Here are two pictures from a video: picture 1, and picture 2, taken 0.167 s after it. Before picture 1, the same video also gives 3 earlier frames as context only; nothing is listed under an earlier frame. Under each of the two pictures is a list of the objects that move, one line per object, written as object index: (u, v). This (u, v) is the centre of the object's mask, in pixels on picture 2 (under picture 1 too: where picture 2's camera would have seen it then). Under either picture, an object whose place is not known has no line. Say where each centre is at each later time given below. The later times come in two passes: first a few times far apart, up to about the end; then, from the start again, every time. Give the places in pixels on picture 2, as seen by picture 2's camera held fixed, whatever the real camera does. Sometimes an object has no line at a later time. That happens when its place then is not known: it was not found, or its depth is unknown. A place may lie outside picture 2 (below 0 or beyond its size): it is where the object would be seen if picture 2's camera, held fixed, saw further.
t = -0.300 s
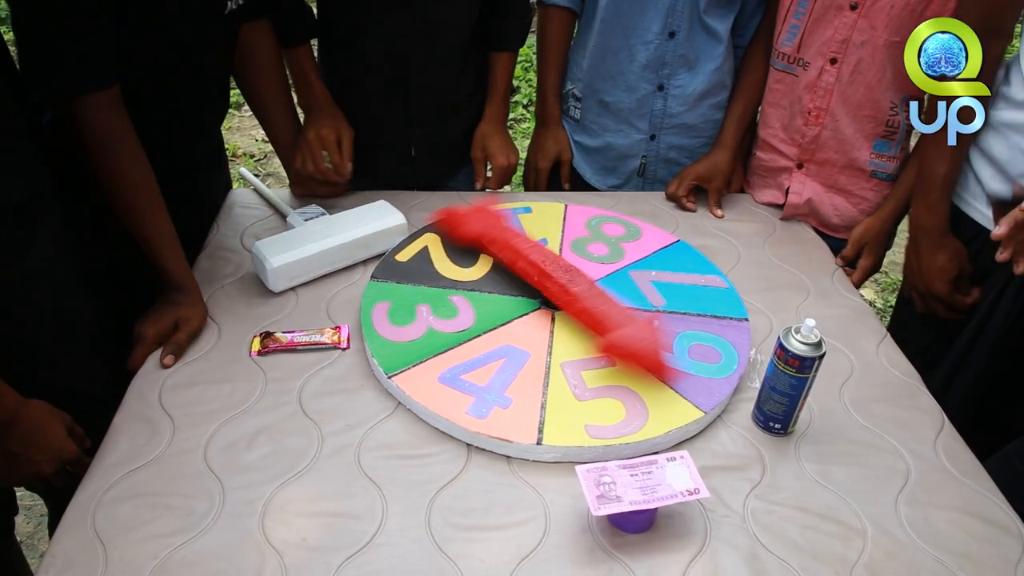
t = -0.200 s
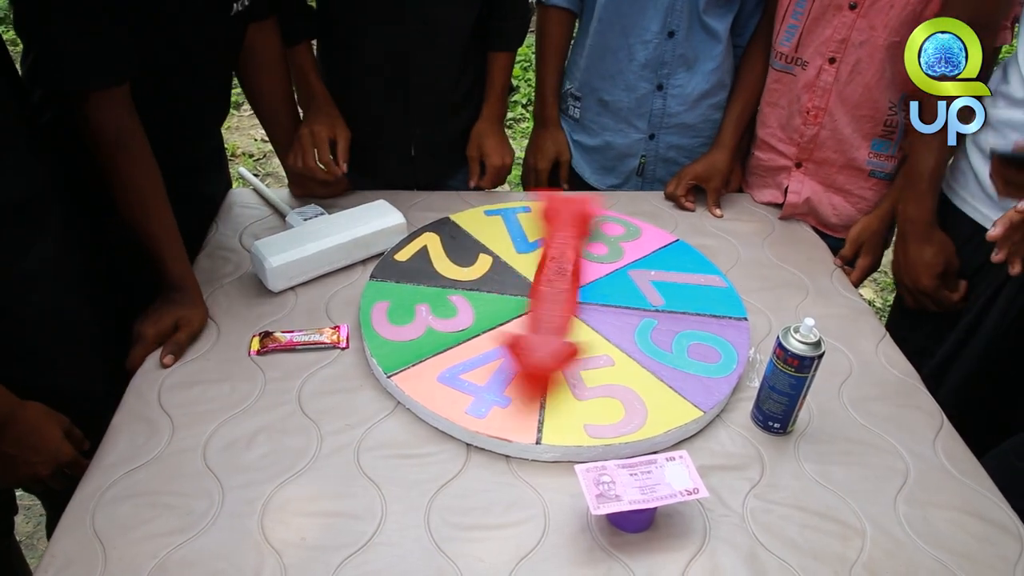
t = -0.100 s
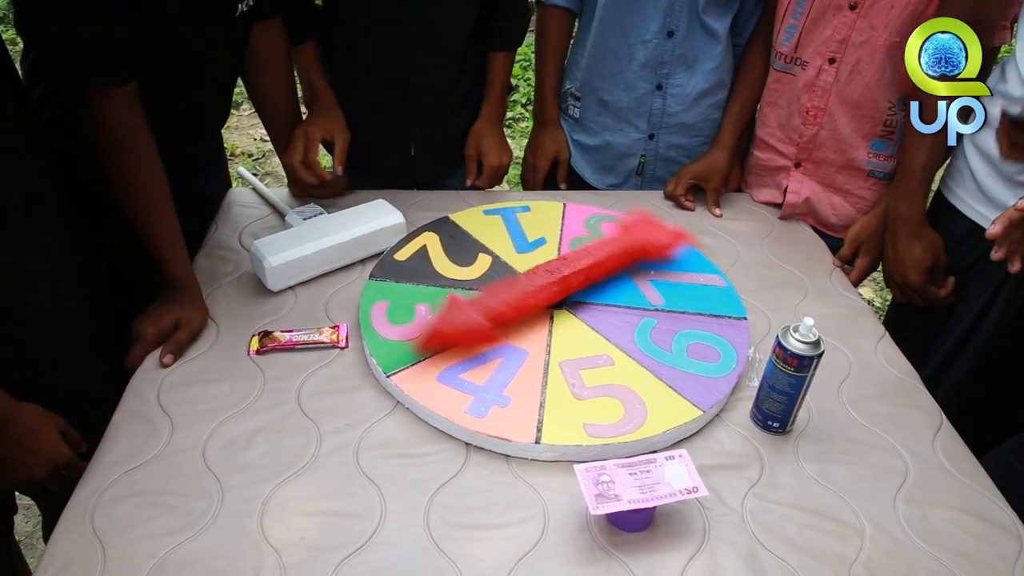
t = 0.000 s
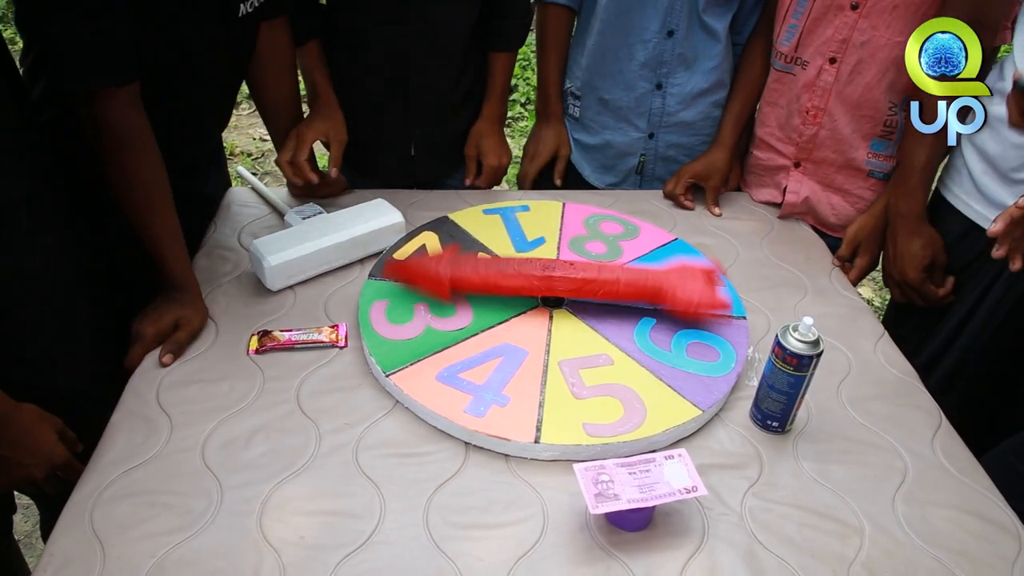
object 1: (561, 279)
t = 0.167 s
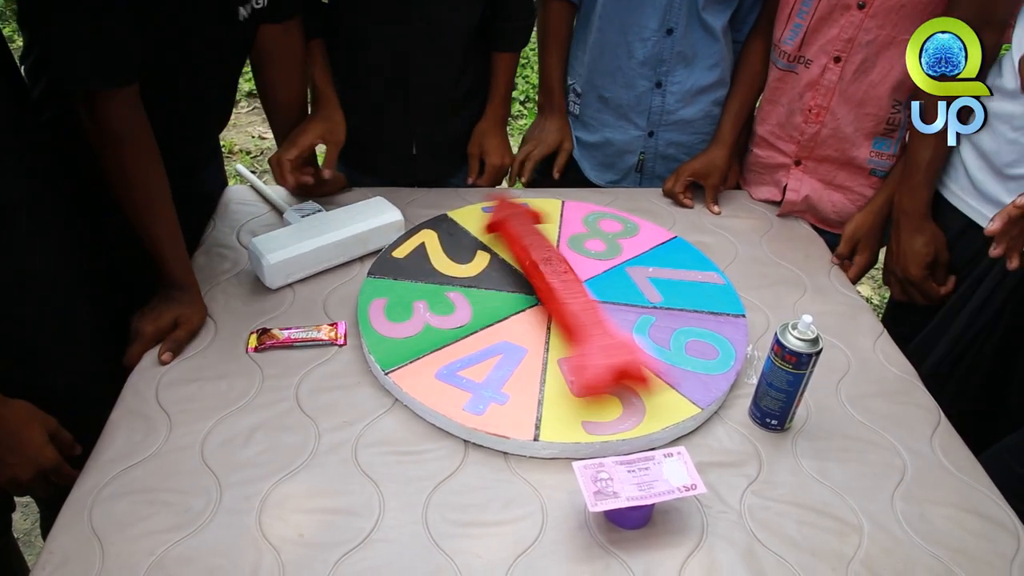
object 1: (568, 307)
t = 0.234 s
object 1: (547, 304)
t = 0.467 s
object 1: (537, 275)
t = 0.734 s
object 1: (554, 288)
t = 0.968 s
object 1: (551, 278)
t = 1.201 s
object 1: (579, 295)
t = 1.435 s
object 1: (537, 304)
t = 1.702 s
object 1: (533, 276)
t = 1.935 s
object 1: (562, 282)
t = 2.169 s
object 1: (554, 291)
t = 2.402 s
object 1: (545, 283)
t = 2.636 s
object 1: (559, 277)
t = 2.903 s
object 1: (584, 291)
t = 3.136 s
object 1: (572, 305)
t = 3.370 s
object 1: (546, 307)
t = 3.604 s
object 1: (527, 298)
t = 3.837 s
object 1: (525, 284)
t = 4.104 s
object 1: (538, 276)
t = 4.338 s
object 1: (552, 275)
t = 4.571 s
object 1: (562, 279)
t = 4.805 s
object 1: (566, 284)
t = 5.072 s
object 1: (565, 288)
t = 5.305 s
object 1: (563, 290)
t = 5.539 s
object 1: (561, 292)
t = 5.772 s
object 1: (559, 293)
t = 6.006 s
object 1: (557, 293)
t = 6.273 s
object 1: (556, 294)
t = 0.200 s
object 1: (557, 305)
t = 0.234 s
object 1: (547, 304)
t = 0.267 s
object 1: (537, 304)
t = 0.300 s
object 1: (528, 301)
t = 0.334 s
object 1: (525, 293)
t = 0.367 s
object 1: (521, 288)
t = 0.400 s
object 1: (523, 283)
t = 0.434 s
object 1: (528, 278)
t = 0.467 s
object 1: (537, 275)
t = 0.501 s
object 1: (542, 274)
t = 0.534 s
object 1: (550, 276)
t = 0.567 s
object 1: (561, 280)
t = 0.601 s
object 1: (560, 282)
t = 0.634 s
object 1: (557, 282)
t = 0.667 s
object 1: (559, 286)
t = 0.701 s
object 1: (558, 292)
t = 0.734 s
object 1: (554, 288)
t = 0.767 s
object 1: (551, 288)
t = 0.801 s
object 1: (549, 286)
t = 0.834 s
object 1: (546, 286)
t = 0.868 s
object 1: (548, 284)
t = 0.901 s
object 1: (546, 281)
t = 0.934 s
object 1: (547, 279)
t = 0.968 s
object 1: (551, 278)
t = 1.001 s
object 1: (556, 277)
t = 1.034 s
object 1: (561, 277)
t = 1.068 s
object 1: (570, 280)
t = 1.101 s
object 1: (572, 282)
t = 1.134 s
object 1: (580, 287)
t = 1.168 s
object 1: (585, 294)
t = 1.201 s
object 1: (579, 295)
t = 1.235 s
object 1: (577, 300)
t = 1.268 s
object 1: (573, 302)
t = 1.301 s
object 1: (567, 306)
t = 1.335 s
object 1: (559, 305)
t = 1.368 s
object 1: (551, 304)
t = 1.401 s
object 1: (543, 304)
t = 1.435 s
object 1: (537, 304)
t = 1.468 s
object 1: (529, 303)
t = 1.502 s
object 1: (526, 298)
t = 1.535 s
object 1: (526, 293)
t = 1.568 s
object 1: (521, 290)
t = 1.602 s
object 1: (522, 285)
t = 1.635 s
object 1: (524, 282)
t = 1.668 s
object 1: (527, 278)
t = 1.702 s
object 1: (533, 276)
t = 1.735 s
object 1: (538, 275)
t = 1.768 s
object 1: (544, 274)
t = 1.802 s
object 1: (546, 275)
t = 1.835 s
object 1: (551, 275)
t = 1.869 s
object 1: (558, 278)
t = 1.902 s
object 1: (561, 280)
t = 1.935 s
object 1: (562, 282)
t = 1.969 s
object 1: (561, 283)
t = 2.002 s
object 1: (561, 284)
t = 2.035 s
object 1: (561, 286)
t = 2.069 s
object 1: (560, 289)
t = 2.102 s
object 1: (558, 290)
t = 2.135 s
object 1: (556, 289)
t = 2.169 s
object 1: (554, 291)
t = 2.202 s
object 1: (551, 290)
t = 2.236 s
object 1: (549, 291)
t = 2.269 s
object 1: (548, 288)
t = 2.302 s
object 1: (547, 288)
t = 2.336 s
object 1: (545, 287)
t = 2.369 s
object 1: (548, 284)
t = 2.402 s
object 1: (545, 283)
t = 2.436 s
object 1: (545, 282)
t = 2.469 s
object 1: (546, 280)
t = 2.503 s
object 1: (548, 279)
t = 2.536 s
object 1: (551, 278)
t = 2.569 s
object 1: (554, 277)
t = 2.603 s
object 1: (557, 277)
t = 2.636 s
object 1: (559, 277)
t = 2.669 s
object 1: (564, 277)
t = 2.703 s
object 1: (568, 278)
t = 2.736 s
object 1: (571, 280)
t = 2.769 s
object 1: (574, 281)
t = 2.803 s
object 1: (576, 283)
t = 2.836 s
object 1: (580, 286)
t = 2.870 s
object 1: (582, 288)
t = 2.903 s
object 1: (584, 291)
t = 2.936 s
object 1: (584, 294)
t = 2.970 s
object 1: (581, 295)
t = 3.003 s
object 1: (581, 297)
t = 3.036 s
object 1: (579, 299)
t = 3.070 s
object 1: (578, 302)
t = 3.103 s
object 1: (575, 304)
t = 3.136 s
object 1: (572, 305)
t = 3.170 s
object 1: (570, 306)
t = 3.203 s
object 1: (565, 306)
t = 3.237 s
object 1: (562, 307)
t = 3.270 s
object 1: (558, 307)
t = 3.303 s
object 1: (554, 307)
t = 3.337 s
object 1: (550, 308)
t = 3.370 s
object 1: (546, 307)
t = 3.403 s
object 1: (543, 305)
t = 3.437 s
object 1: (539, 304)
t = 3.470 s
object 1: (536, 305)
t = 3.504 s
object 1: (534, 302)
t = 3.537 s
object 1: (531, 302)
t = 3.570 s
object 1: (529, 300)
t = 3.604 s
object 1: (527, 298)
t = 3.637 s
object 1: (526, 296)
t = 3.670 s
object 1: (527, 293)
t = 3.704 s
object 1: (525, 292)
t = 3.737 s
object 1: (523, 290)
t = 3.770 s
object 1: (523, 288)
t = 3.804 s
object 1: (524, 286)
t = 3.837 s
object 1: (525, 284)
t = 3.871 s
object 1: (525, 283)
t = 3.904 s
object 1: (527, 281)
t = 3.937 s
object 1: (528, 280)
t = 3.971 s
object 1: (530, 279)
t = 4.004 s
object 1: (532, 278)
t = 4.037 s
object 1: (534, 277)
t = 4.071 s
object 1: (536, 276)
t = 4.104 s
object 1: (538, 276)
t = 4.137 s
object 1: (540, 275)
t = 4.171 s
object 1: (542, 275)
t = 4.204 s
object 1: (545, 274)
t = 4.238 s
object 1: (547, 275)
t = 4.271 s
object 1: (549, 275)
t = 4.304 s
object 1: (550, 275)
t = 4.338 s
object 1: (552, 275)
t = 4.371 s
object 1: (553, 275)
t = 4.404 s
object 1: (555, 276)
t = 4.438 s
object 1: (557, 276)
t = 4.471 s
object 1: (558, 277)
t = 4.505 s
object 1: (560, 278)
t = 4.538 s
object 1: (561, 278)
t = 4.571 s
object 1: (562, 279)
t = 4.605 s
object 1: (563, 280)
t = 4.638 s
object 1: (564, 280)
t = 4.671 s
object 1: (564, 281)
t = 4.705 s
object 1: (565, 282)
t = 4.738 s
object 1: (565, 282)
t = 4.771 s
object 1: (565, 283)
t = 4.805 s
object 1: (566, 284)
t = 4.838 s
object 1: (566, 284)
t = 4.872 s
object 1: (565, 284)
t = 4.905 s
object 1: (565, 285)
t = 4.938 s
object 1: (566, 286)
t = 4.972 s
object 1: (566, 286)
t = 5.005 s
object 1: (566, 287)
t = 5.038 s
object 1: (565, 287)
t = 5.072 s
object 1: (565, 288)
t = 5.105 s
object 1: (565, 288)
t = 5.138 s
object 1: (565, 288)
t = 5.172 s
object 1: (565, 289)
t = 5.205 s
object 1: (564, 289)
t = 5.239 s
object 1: (564, 289)
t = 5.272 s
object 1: (563, 290)
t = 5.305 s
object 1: (563, 290)
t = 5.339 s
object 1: (563, 291)
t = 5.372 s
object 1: (563, 291)
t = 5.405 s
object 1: (563, 291)
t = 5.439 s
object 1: (562, 291)
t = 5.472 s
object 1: (562, 292)
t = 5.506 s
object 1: (562, 292)
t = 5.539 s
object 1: (561, 292)
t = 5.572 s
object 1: (561, 293)
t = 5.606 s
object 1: (561, 293)
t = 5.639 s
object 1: (560, 293)
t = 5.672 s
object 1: (560, 293)
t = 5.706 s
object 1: (560, 293)
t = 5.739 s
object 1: (560, 293)
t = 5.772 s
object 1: (559, 293)
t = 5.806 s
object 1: (559, 294)
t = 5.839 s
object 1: (559, 293)
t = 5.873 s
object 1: (559, 293)
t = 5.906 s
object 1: (558, 293)
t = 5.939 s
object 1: (558, 293)
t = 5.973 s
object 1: (558, 294)
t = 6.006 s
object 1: (557, 293)
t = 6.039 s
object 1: (557, 294)
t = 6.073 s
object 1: (557, 294)
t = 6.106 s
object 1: (557, 294)
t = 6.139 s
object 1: (557, 294)
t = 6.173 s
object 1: (557, 294)
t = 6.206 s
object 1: (556, 294)
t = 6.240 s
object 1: (556, 294)
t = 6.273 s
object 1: (556, 294)
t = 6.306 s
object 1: (556, 294)
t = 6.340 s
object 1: (556, 294)
